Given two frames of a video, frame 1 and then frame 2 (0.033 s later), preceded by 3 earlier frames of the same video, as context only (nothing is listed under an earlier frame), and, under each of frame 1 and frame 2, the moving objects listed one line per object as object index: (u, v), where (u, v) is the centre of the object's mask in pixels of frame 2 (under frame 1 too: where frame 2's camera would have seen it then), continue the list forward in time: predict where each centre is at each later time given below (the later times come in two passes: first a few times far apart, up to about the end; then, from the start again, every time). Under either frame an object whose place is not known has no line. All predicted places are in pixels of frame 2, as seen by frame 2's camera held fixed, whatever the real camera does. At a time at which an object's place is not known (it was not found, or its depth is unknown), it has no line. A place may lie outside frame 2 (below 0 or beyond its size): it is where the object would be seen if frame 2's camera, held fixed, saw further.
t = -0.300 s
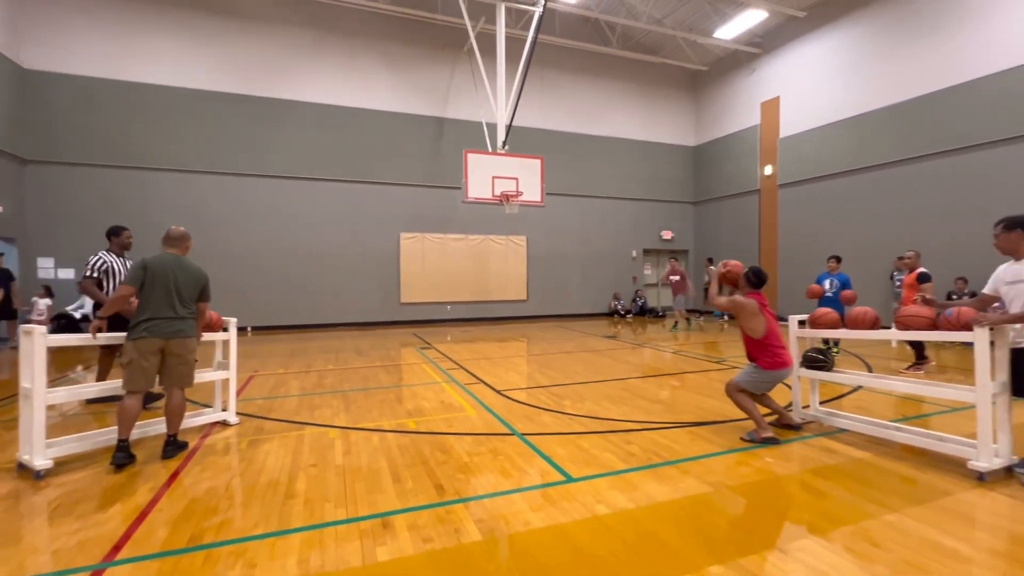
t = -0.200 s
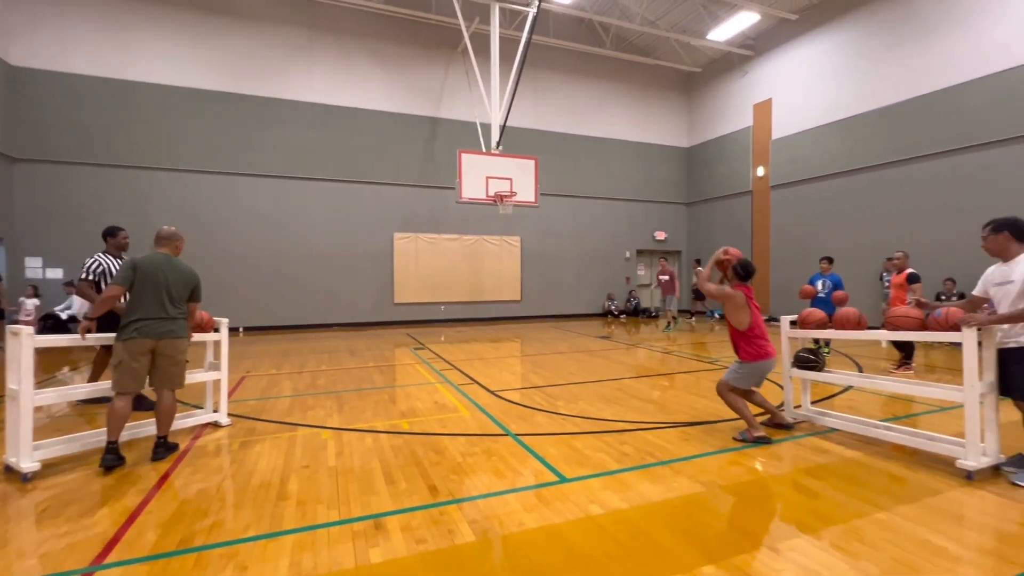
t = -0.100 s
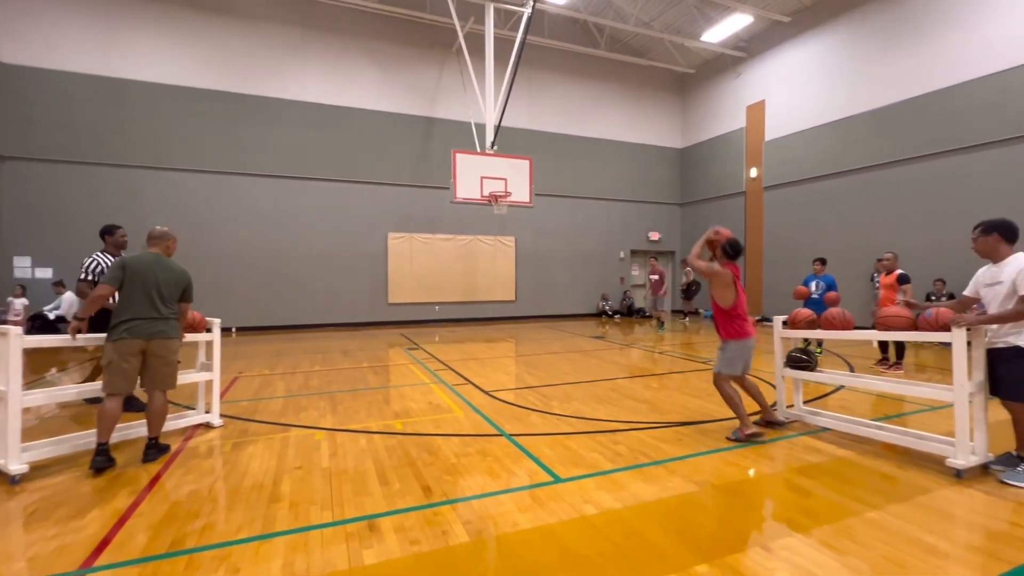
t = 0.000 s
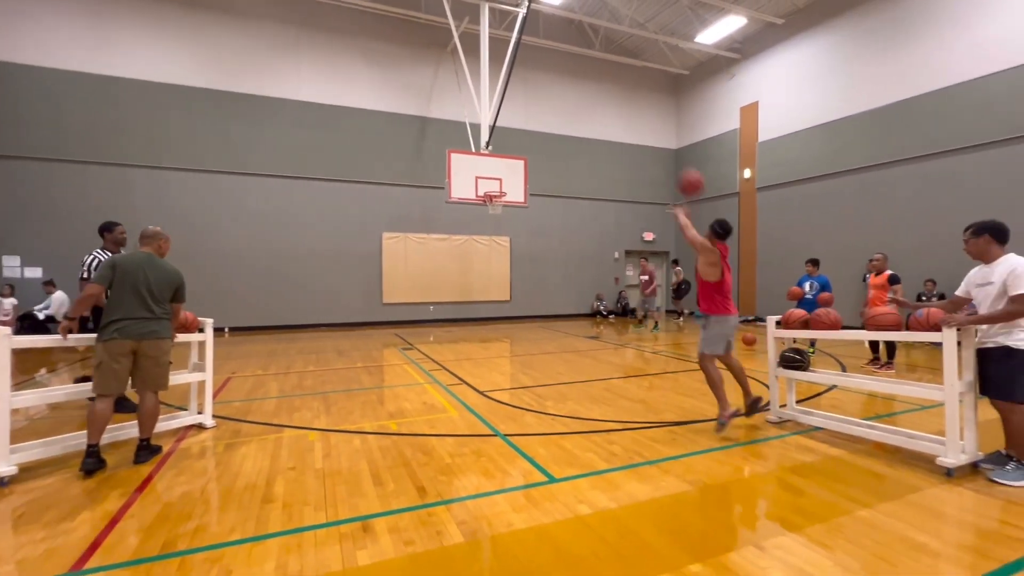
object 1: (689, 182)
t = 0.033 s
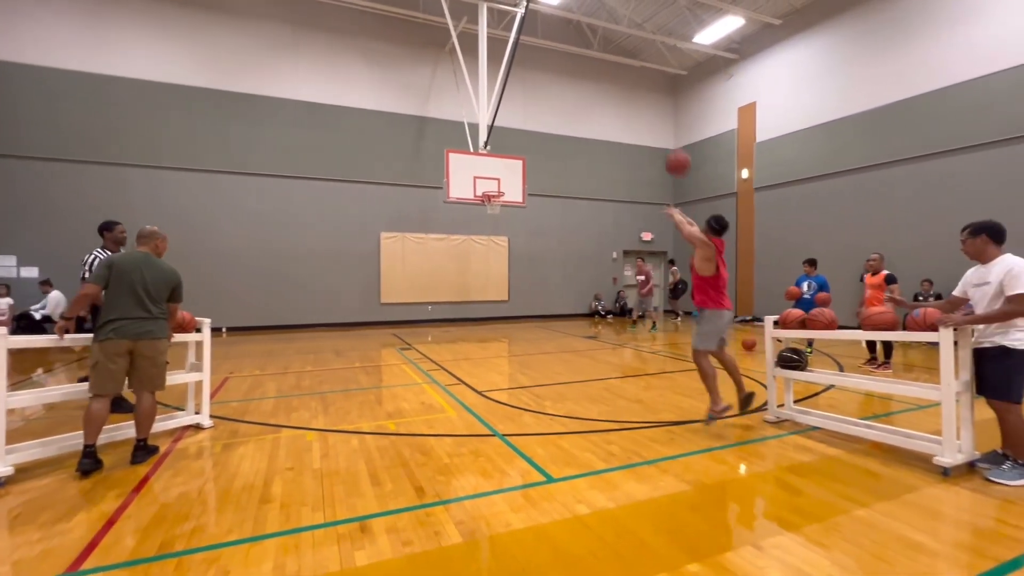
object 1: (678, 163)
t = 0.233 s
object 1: (623, 80)
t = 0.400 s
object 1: (588, 51)
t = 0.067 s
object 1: (667, 146)
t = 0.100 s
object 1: (657, 129)
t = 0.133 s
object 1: (648, 114)
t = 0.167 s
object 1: (639, 101)
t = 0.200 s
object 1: (630, 90)
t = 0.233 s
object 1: (623, 80)
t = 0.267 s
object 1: (615, 72)
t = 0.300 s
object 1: (608, 66)
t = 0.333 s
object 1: (601, 59)
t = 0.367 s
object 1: (594, 55)
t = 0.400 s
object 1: (588, 51)
